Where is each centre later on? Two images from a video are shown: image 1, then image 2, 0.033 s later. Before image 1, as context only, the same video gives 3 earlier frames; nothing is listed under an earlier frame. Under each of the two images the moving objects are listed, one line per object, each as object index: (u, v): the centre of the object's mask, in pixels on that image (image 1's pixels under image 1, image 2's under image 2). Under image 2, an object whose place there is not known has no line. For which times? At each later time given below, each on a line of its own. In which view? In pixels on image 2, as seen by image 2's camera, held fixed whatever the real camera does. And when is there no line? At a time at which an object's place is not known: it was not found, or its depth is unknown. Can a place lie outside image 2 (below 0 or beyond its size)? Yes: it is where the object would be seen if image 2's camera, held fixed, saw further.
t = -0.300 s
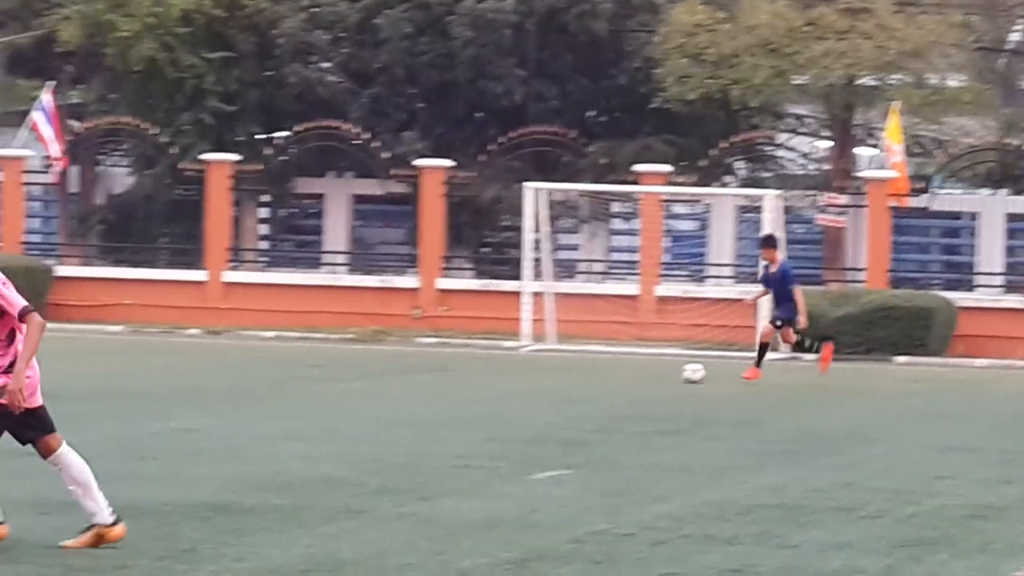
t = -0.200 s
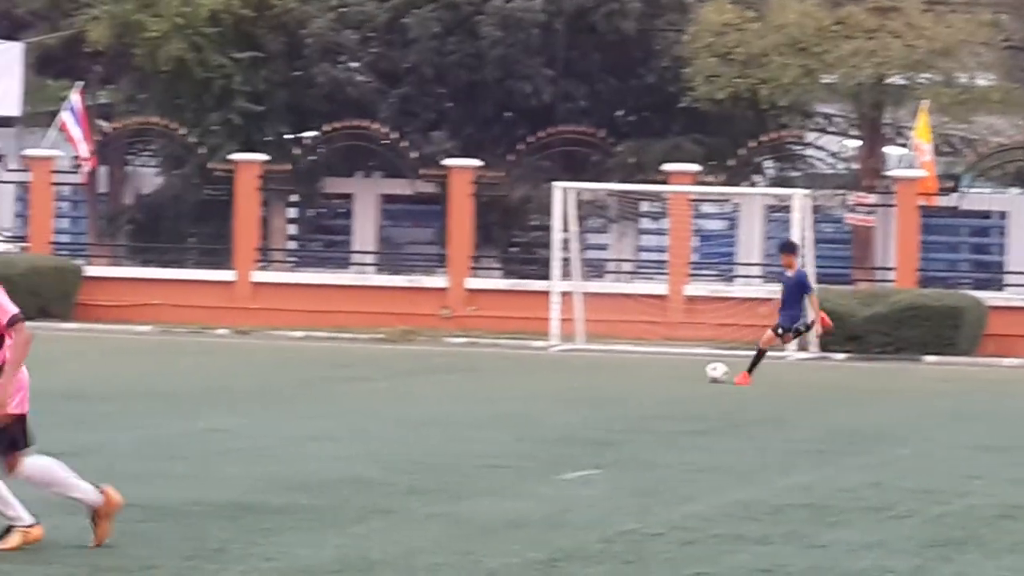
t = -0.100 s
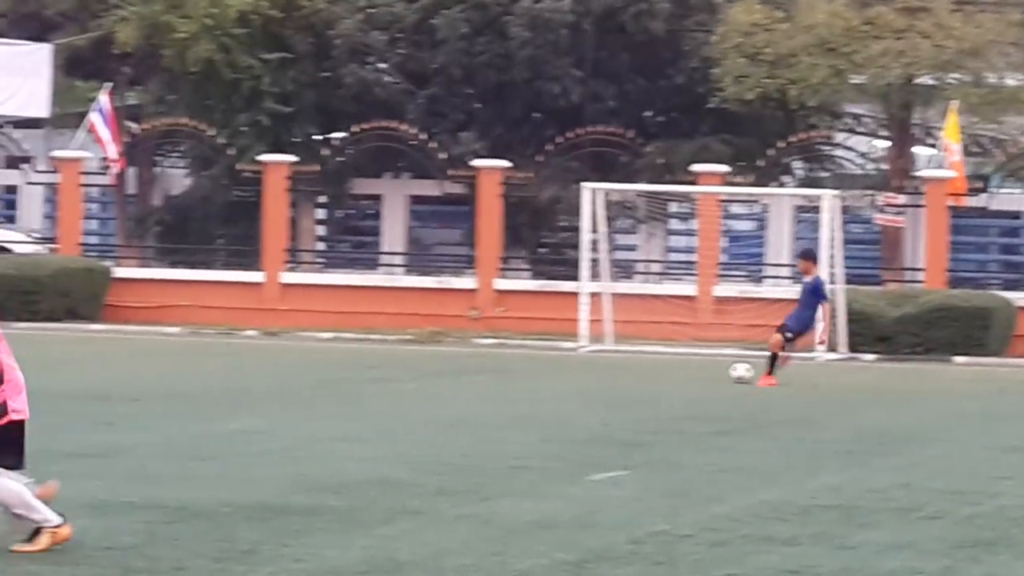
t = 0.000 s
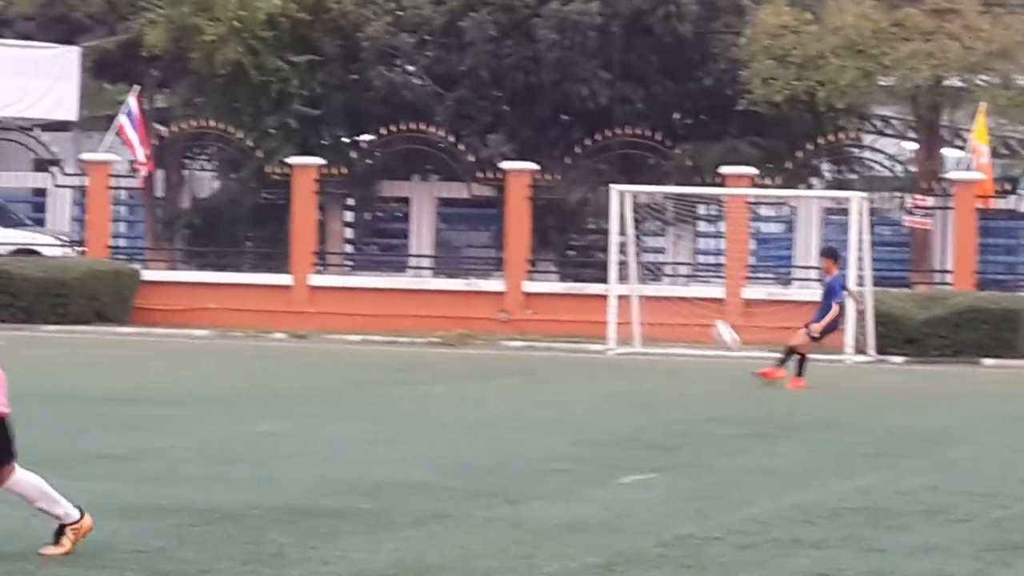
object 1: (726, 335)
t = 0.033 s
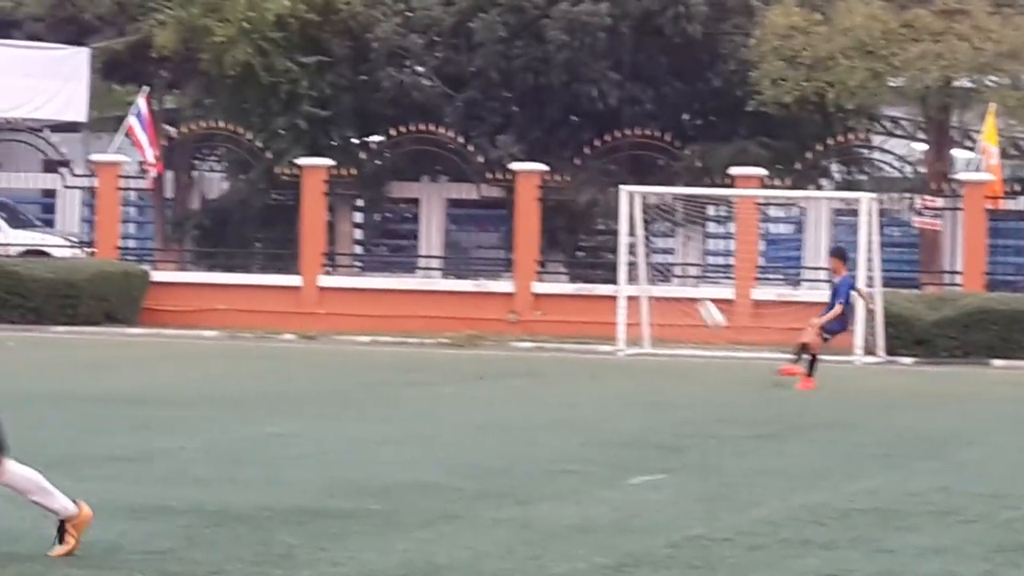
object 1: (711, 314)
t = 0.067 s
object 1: (689, 295)
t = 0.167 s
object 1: (608, 233)
